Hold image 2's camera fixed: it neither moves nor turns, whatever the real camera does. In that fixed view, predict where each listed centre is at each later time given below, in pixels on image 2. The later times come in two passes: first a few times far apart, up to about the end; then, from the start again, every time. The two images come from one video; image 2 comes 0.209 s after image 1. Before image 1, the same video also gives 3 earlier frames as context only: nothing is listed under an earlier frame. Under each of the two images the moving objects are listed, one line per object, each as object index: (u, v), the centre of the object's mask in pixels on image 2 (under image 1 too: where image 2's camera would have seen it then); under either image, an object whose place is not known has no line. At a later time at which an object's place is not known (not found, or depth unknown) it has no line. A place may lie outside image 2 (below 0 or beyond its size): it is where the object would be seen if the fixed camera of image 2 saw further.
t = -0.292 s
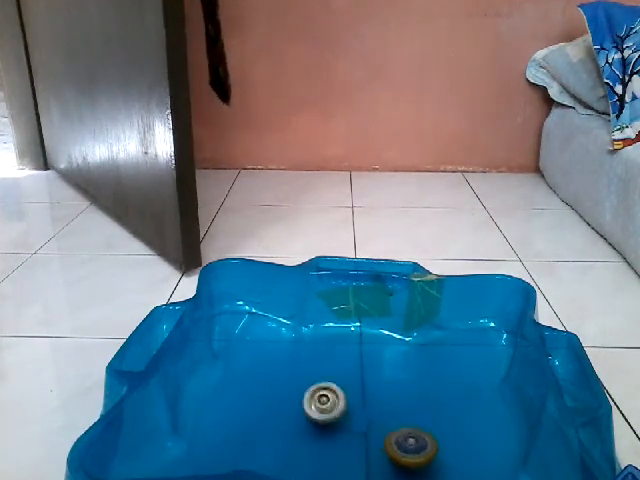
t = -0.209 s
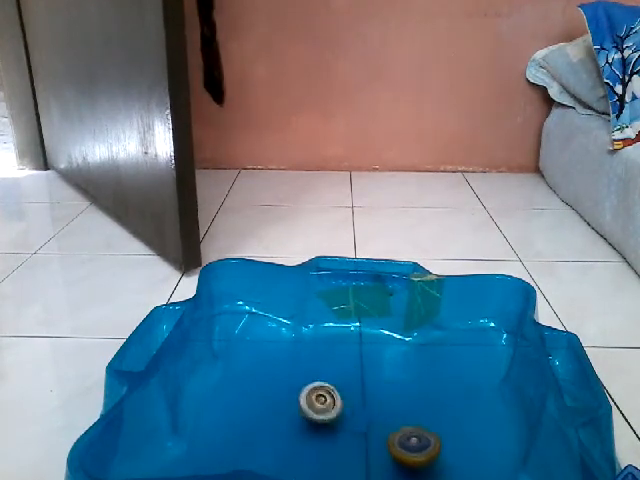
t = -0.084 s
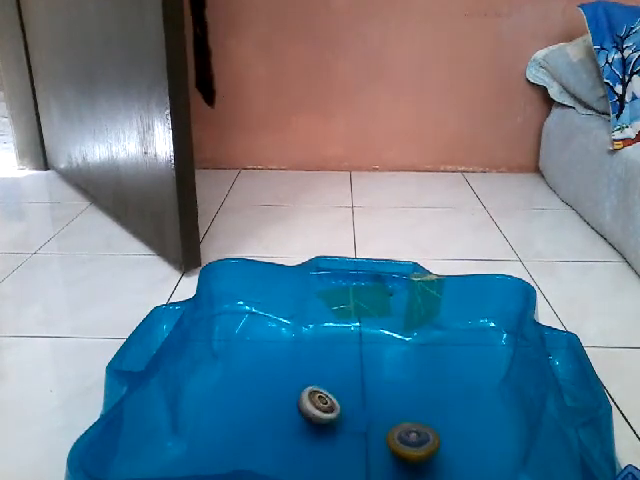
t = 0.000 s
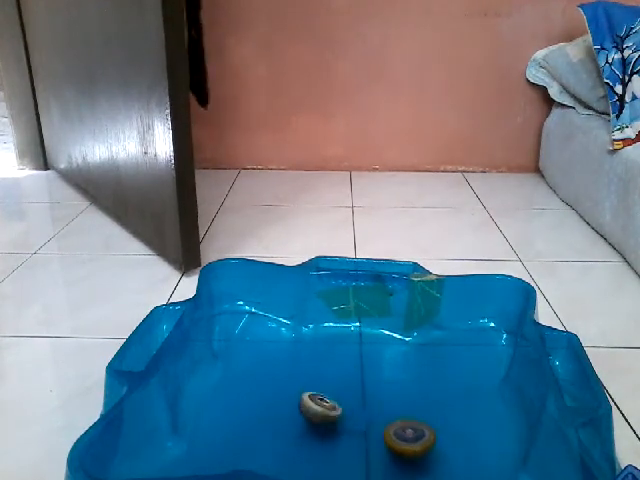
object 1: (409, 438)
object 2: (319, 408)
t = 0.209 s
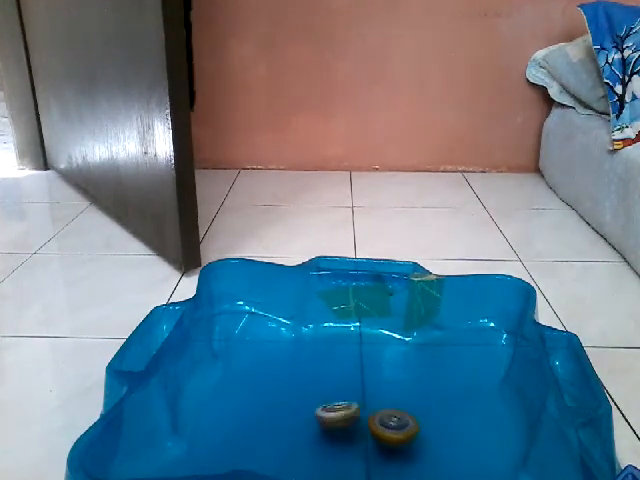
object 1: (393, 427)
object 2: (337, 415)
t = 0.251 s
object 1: (390, 424)
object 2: (341, 414)
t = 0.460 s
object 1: (389, 416)
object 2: (340, 405)
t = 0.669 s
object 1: (386, 408)
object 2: (336, 407)
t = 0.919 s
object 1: (385, 402)
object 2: (331, 416)
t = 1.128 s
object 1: (387, 402)
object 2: (339, 415)
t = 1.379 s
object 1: (391, 406)
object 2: (331, 411)
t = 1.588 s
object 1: (403, 413)
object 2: (322, 416)
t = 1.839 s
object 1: (407, 421)
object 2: (339, 423)
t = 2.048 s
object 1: (395, 425)
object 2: (347, 416)
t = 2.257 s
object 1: (404, 432)
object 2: (307, 399)
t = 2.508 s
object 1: (398, 434)
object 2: (269, 399)
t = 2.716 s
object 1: (384, 429)
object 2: (277, 415)
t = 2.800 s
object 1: (378, 426)
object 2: (291, 418)
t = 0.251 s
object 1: (390, 424)
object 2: (341, 414)
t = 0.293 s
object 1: (388, 422)
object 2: (344, 413)
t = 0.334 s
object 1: (388, 421)
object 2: (342, 410)
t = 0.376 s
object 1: (388, 419)
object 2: (341, 409)
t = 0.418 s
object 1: (389, 417)
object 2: (341, 406)
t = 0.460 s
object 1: (389, 416)
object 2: (340, 405)
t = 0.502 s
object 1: (389, 414)
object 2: (338, 406)
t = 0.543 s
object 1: (389, 413)
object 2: (338, 405)
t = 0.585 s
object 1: (388, 412)
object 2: (336, 405)
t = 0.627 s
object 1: (387, 410)
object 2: (337, 406)
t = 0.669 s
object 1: (386, 408)
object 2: (336, 407)
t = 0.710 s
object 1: (385, 407)
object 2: (335, 409)
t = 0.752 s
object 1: (383, 406)
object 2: (336, 410)
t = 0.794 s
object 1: (382, 405)
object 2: (337, 411)
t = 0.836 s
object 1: (382, 404)
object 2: (336, 414)
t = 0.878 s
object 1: (384, 403)
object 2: (332, 414)
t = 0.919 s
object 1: (385, 402)
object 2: (331, 416)
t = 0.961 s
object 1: (386, 402)
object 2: (333, 416)
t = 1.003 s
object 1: (386, 401)
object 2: (335, 418)
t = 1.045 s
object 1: (386, 402)
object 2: (337, 417)
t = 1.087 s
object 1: (387, 402)
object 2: (339, 417)
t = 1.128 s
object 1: (387, 402)
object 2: (339, 415)
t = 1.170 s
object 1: (387, 402)
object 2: (338, 414)
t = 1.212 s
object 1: (387, 402)
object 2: (340, 413)
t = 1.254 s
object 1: (387, 403)
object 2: (340, 413)
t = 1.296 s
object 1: (386, 403)
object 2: (340, 411)
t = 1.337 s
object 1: (387, 404)
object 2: (338, 411)
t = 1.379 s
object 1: (391, 406)
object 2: (331, 411)
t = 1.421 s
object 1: (393, 407)
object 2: (326, 411)
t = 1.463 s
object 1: (396, 408)
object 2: (324, 412)
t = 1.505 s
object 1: (399, 410)
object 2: (322, 413)
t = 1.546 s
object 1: (401, 412)
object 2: (321, 415)
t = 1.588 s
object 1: (403, 413)
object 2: (322, 416)
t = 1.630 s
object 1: (405, 414)
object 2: (322, 418)
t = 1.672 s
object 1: (406, 416)
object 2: (325, 421)
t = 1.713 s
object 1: (407, 417)
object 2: (327, 422)
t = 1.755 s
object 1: (408, 418)
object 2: (331, 423)
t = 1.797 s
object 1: (407, 419)
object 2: (336, 423)
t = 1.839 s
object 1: (407, 421)
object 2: (339, 423)
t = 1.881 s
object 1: (405, 421)
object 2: (343, 422)
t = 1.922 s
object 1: (404, 423)
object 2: (344, 421)
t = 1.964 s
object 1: (401, 424)
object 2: (347, 418)
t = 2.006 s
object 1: (399, 424)
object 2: (348, 416)
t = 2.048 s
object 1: (395, 425)
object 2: (347, 416)
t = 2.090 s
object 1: (397, 427)
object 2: (341, 413)
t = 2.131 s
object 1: (399, 429)
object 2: (332, 409)
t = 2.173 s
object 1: (402, 431)
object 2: (323, 405)
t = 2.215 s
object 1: (402, 431)
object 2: (313, 402)
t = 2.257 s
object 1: (404, 432)
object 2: (307, 399)
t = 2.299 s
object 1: (404, 434)
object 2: (299, 396)
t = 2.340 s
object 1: (404, 433)
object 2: (291, 395)
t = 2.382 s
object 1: (403, 435)
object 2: (284, 395)
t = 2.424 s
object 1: (401, 434)
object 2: (279, 396)
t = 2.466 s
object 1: (400, 435)
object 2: (273, 397)
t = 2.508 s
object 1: (398, 434)
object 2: (269, 399)
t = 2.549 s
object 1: (396, 434)
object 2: (268, 402)
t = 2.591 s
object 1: (393, 432)
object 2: (267, 405)
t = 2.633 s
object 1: (391, 431)
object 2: (269, 409)
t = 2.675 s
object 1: (387, 431)
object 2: (272, 411)
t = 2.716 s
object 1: (384, 429)
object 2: (277, 415)
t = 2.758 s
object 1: (381, 428)
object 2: (285, 417)
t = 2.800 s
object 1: (378, 426)
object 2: (291, 418)
